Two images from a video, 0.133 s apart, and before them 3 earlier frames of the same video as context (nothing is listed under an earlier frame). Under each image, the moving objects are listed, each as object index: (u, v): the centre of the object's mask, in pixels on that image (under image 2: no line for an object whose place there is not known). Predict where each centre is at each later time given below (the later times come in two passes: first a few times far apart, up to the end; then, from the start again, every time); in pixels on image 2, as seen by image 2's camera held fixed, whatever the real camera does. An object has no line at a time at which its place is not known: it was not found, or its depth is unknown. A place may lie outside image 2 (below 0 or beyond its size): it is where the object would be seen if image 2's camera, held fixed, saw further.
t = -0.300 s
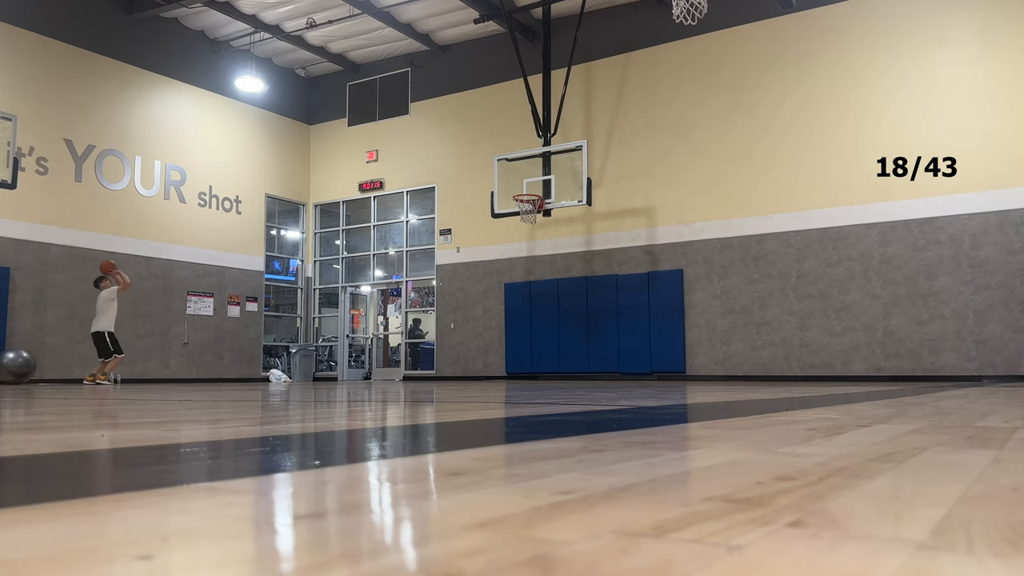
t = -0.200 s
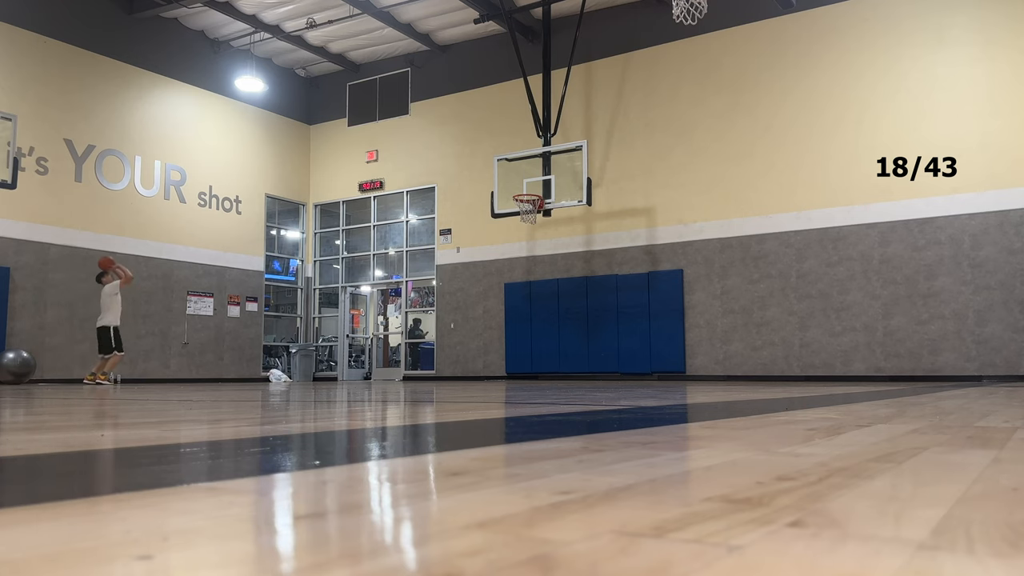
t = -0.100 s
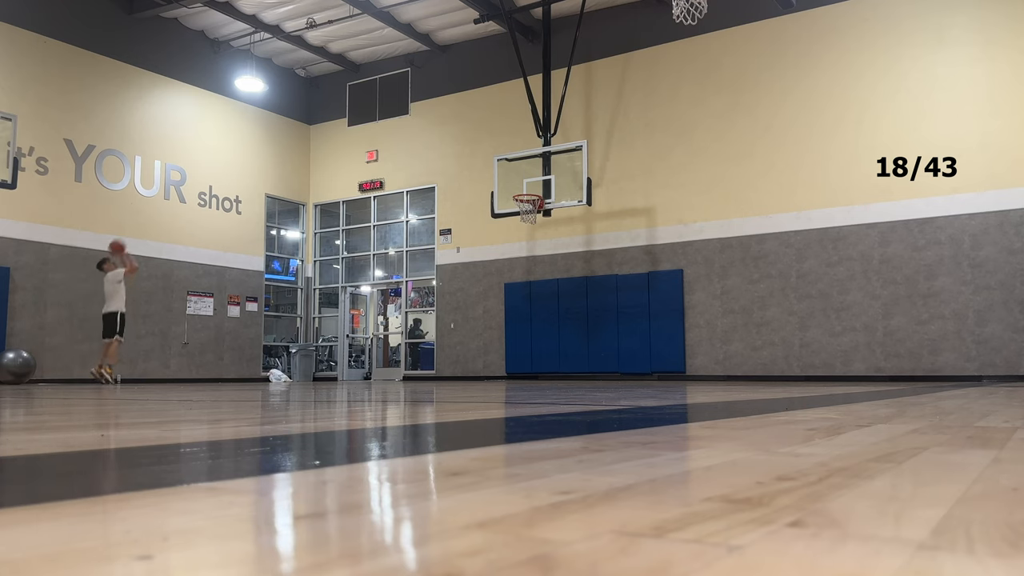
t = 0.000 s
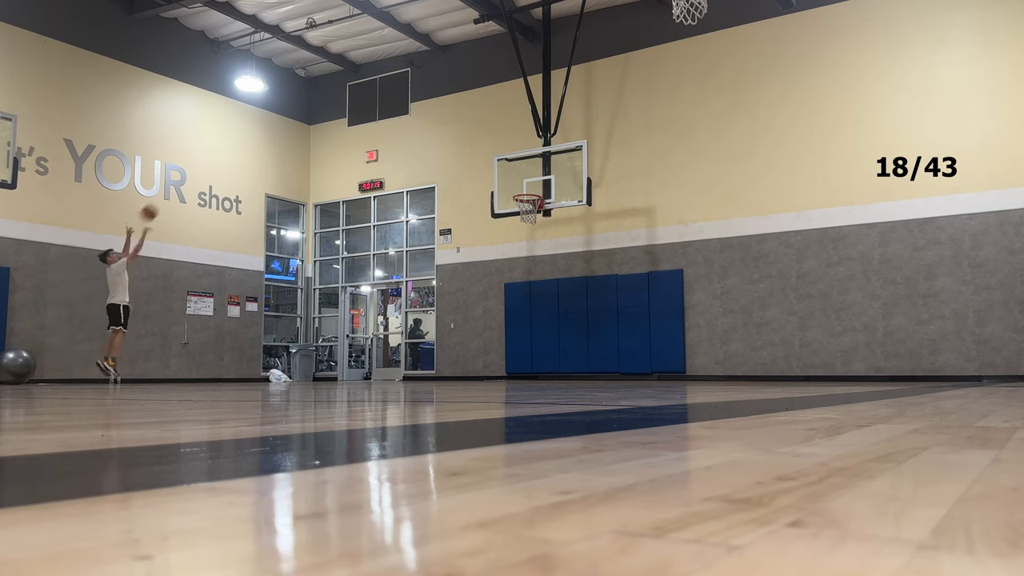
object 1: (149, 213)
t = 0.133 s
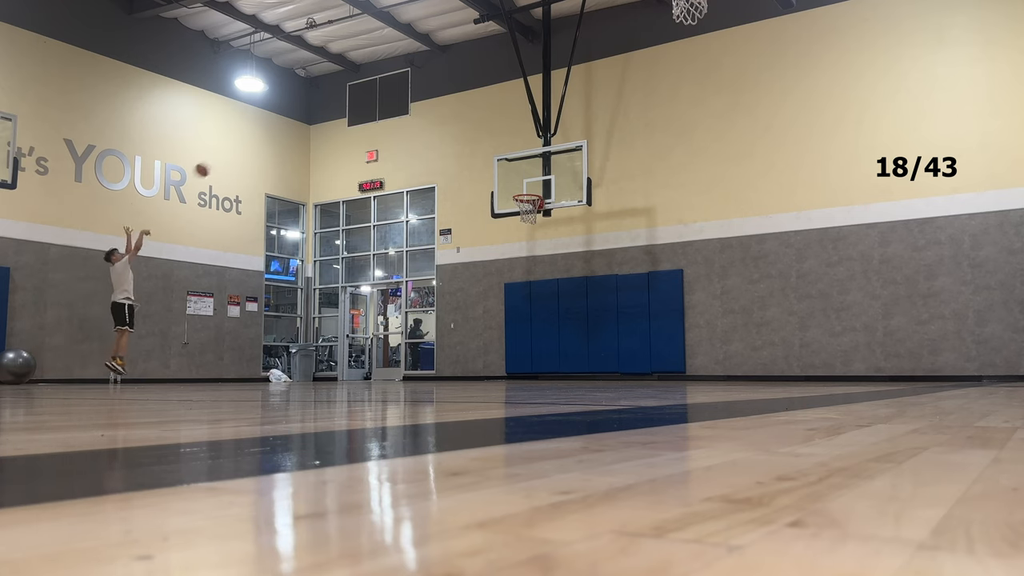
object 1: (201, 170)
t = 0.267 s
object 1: (252, 139)
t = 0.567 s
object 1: (356, 111)
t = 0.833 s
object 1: (442, 131)
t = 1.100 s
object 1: (523, 188)
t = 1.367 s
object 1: (522, 239)
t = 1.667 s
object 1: (508, 321)
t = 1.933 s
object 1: (491, 342)
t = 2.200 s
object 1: (469, 303)
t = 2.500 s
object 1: (445, 305)
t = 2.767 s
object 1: (424, 349)
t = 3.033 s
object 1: (406, 349)
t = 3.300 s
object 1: (389, 335)
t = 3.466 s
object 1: (378, 345)
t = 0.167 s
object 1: (214, 161)
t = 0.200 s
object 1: (227, 153)
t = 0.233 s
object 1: (240, 146)
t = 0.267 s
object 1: (252, 139)
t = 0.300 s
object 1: (264, 134)
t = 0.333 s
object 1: (276, 129)
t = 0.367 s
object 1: (288, 125)
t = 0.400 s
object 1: (300, 120)
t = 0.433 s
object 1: (311, 117)
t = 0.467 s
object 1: (323, 115)
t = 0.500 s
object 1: (335, 112)
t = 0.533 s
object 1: (346, 112)
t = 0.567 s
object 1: (356, 111)
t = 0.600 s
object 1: (367, 111)
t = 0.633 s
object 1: (378, 112)
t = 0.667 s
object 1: (390, 114)
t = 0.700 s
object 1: (400, 116)
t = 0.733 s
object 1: (411, 119)
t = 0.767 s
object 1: (422, 122)
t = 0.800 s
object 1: (432, 126)
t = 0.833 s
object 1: (442, 131)
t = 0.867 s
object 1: (453, 136)
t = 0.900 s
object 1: (463, 142)
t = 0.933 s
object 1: (473, 148)
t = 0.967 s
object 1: (483, 155)
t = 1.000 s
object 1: (493, 162)
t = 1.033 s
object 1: (503, 171)
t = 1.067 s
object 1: (512, 179)
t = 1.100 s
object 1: (523, 188)
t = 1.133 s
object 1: (534, 195)
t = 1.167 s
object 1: (535, 204)
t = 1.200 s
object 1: (532, 214)
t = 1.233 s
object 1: (530, 219)
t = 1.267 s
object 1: (527, 222)
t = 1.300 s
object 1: (526, 227)
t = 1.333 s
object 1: (524, 233)
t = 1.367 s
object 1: (522, 239)
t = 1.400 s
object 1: (520, 246)
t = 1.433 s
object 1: (519, 254)
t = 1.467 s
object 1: (517, 262)
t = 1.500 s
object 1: (516, 271)
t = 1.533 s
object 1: (514, 279)
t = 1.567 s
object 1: (512, 289)
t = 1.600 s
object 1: (510, 299)
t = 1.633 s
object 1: (509, 310)
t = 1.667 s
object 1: (508, 321)
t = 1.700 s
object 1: (506, 334)
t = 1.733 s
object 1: (506, 346)
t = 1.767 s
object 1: (503, 360)
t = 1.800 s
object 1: (502, 373)
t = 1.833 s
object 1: (499, 368)
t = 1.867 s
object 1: (496, 358)
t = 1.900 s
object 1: (494, 350)
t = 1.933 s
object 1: (491, 342)
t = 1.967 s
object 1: (488, 335)
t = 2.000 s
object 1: (485, 329)
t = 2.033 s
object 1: (482, 323)
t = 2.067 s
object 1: (480, 318)
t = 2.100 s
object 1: (477, 313)
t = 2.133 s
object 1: (474, 308)
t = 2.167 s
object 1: (471, 306)
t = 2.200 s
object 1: (469, 303)
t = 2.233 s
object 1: (466, 301)
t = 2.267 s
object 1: (464, 299)
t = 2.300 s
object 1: (461, 299)
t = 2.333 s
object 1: (459, 298)
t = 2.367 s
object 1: (456, 299)
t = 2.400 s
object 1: (453, 299)
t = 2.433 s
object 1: (451, 301)
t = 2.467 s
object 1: (448, 303)
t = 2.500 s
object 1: (445, 305)
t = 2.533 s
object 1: (443, 309)
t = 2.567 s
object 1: (440, 313)
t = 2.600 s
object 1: (438, 317)
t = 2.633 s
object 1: (435, 322)
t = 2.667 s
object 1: (432, 328)
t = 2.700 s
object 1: (429, 334)
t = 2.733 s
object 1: (428, 341)
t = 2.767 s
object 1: (424, 349)
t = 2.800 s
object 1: (422, 356)
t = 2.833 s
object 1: (420, 364)
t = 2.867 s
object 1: (417, 374)
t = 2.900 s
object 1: (415, 371)
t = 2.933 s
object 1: (413, 365)
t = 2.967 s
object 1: (411, 359)
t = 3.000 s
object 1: (408, 353)
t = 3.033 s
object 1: (406, 349)
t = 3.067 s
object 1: (403, 346)
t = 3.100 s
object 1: (402, 342)
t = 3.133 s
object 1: (400, 340)
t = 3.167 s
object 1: (398, 338)
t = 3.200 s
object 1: (396, 336)
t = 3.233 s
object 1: (394, 335)
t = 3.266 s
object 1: (392, 335)
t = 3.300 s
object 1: (389, 335)
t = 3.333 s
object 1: (387, 336)
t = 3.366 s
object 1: (385, 338)
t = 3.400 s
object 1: (383, 340)
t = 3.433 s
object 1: (381, 343)
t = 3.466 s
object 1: (378, 345)
